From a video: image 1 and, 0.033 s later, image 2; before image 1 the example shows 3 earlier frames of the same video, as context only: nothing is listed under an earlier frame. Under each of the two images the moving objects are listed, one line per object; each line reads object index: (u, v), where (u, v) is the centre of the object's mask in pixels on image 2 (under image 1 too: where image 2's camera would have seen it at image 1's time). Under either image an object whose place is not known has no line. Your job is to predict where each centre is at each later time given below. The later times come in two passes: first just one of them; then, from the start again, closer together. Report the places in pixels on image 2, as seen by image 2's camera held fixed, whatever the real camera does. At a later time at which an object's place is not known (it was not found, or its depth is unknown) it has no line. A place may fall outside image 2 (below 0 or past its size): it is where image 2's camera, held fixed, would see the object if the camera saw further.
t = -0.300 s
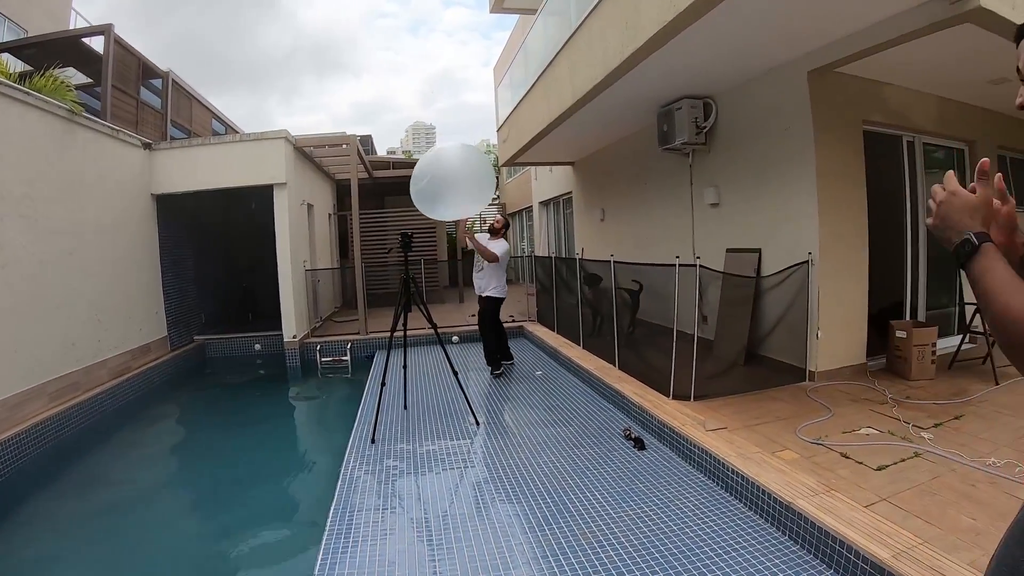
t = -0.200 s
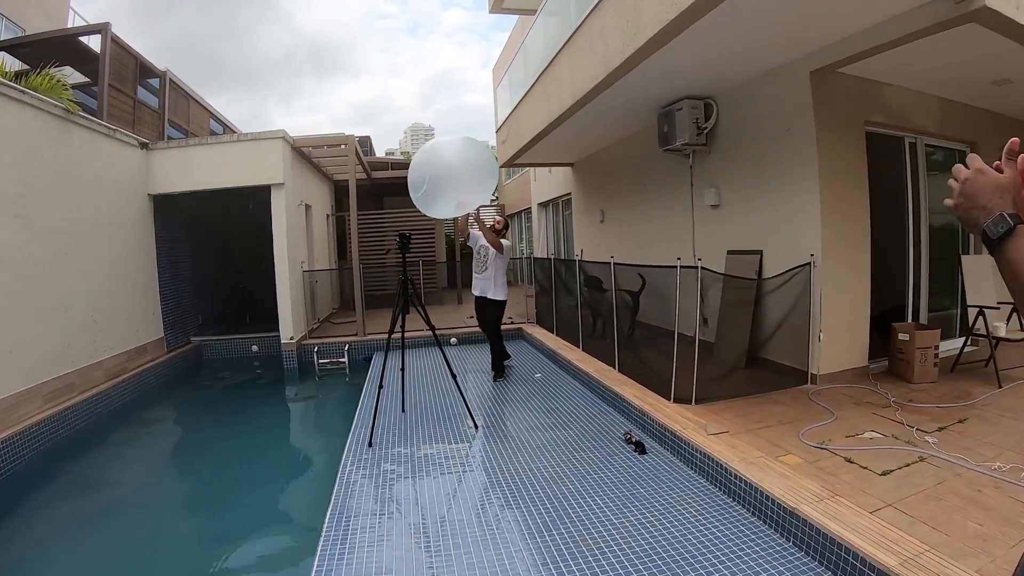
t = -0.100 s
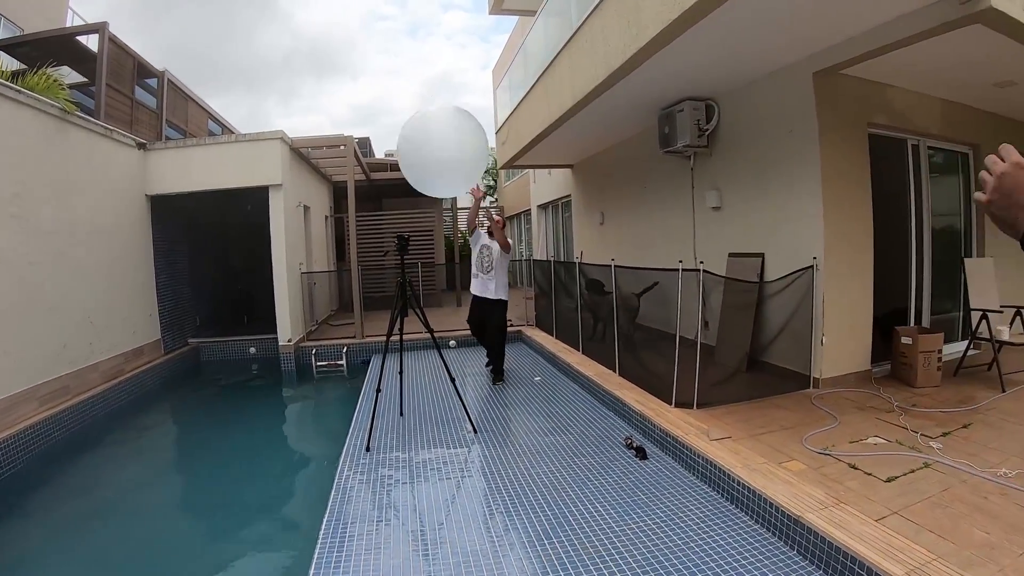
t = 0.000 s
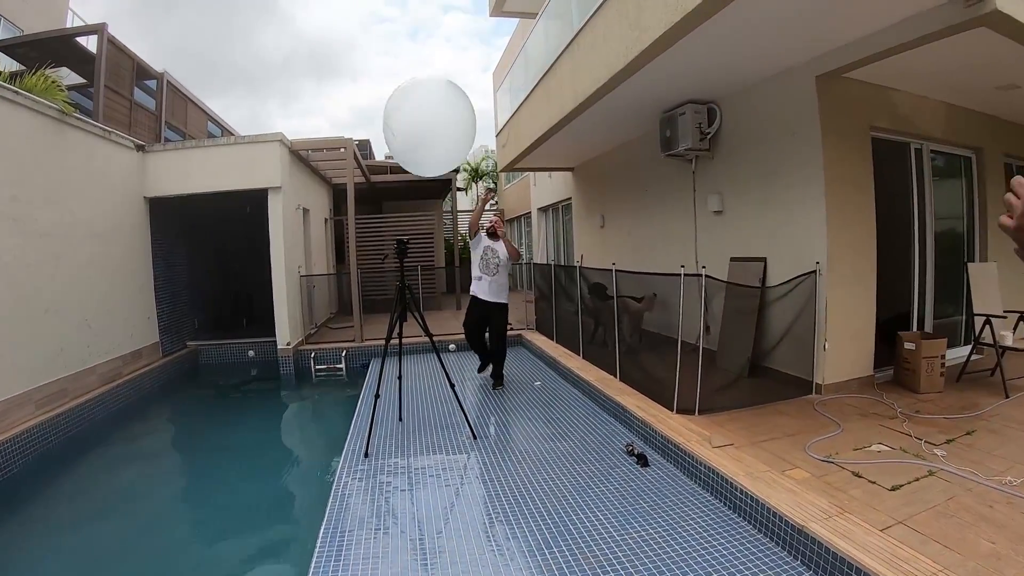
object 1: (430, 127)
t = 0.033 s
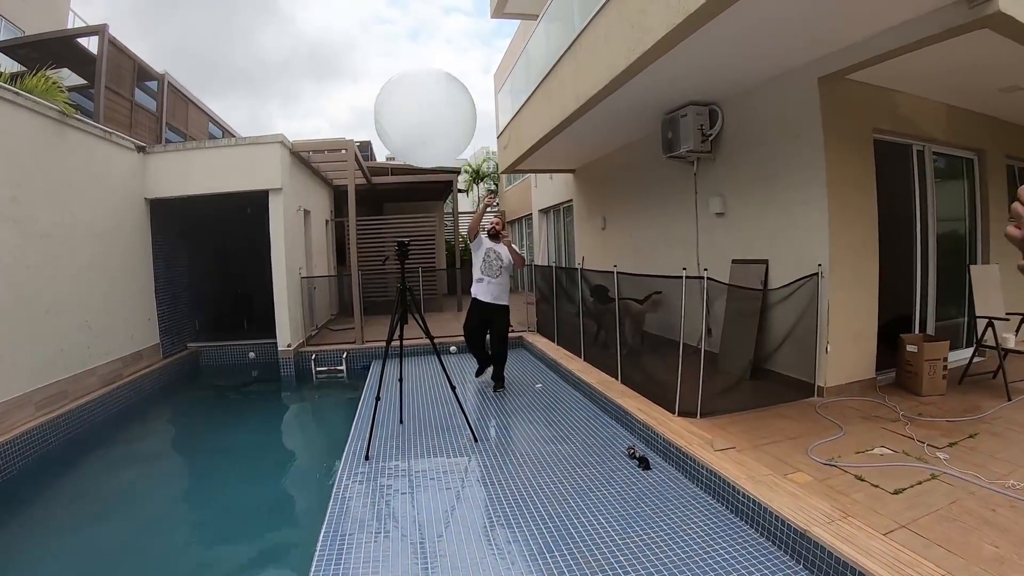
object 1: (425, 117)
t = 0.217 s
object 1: (396, 70)
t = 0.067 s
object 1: (421, 108)
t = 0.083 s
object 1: (418, 104)
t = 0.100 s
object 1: (416, 100)
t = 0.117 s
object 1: (413, 96)
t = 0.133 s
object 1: (409, 91)
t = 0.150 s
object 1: (406, 88)
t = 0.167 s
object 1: (404, 83)
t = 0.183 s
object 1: (402, 78)
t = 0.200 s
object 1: (399, 74)
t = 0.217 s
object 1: (396, 70)
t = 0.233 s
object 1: (393, 66)
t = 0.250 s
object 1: (390, 62)
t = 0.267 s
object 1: (387, 58)
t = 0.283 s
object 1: (384, 54)
